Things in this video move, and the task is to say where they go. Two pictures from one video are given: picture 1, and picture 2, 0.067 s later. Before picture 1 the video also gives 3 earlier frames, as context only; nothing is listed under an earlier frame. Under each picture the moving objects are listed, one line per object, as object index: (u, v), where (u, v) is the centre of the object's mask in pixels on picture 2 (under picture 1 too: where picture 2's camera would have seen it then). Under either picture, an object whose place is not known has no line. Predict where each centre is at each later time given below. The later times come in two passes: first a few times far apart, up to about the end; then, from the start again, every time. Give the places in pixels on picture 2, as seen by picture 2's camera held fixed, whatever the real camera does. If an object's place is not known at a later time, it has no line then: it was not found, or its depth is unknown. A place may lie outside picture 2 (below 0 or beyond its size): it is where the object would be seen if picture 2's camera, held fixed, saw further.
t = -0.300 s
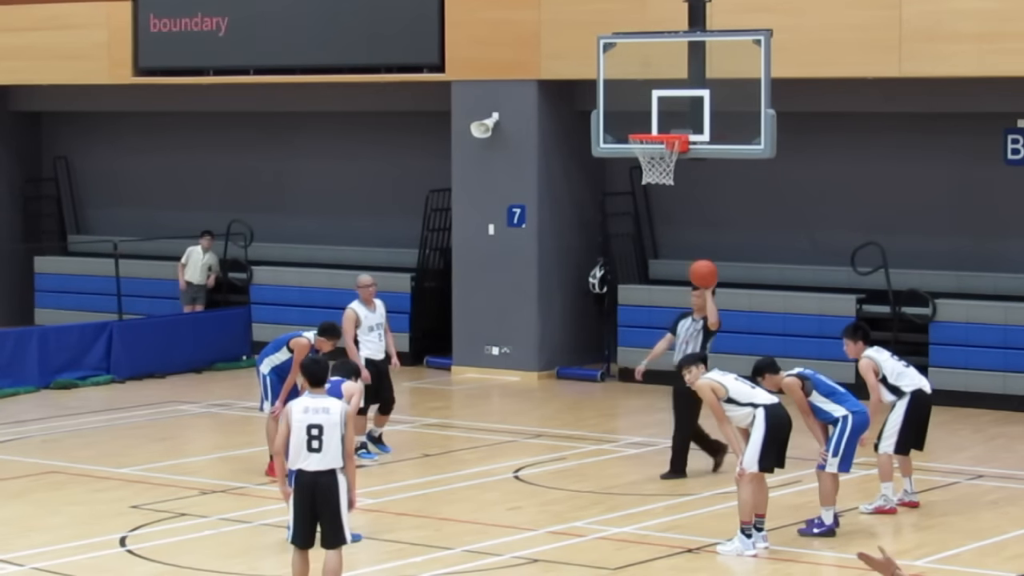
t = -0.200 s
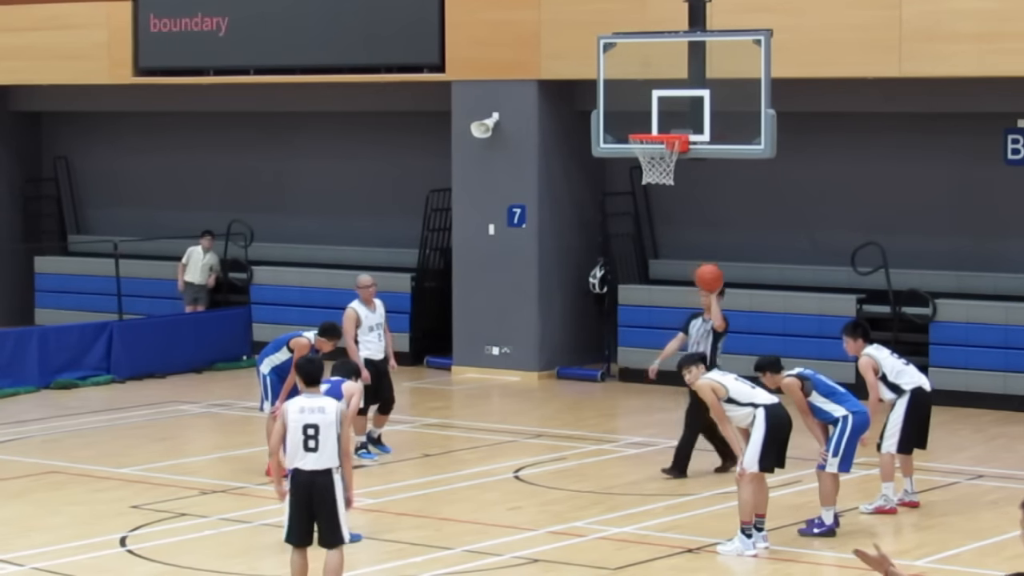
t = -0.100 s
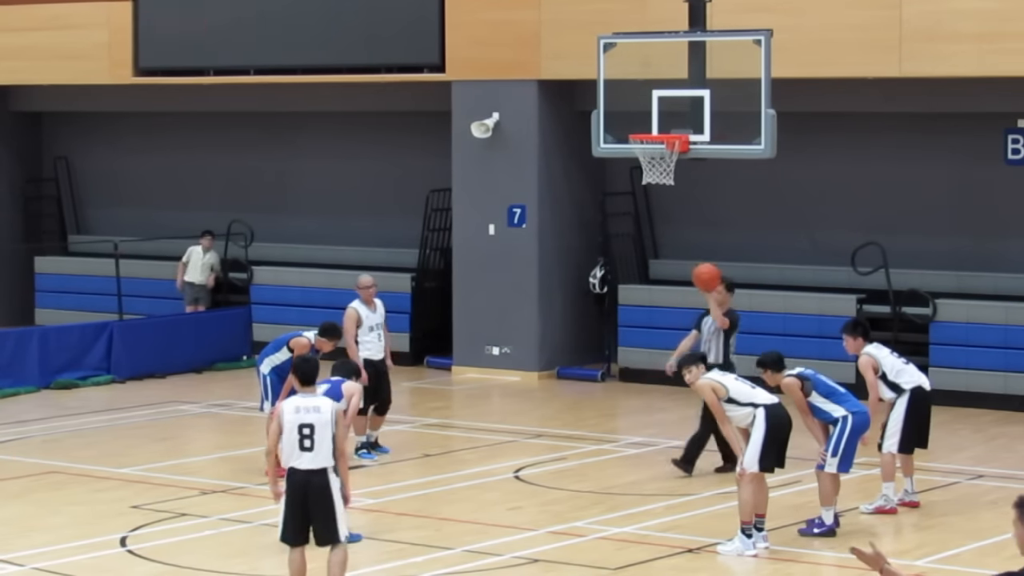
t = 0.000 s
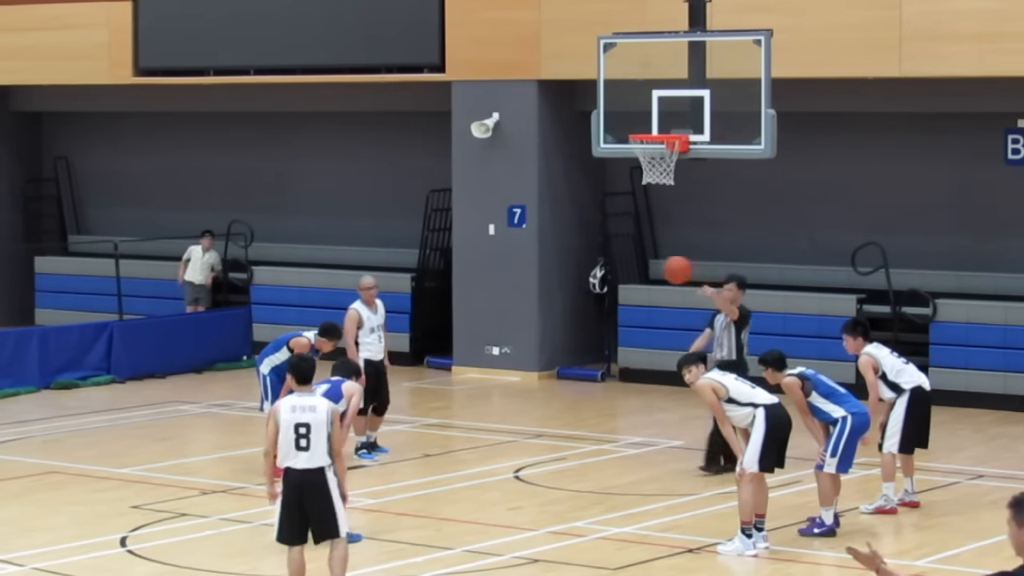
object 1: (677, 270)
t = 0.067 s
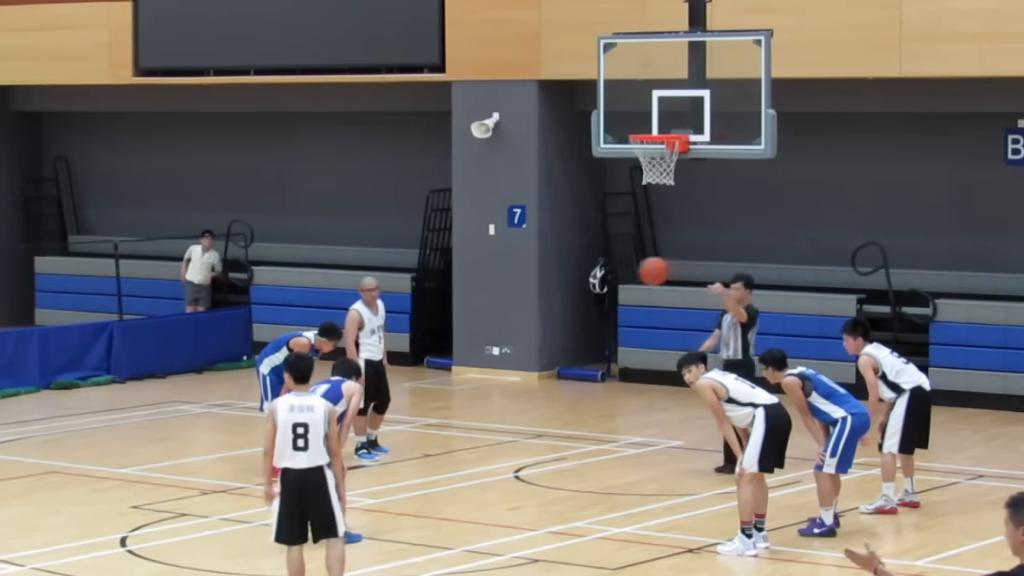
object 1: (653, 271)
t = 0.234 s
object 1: (593, 296)
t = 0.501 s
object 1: (492, 406)
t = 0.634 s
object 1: (439, 497)
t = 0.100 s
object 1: (642, 272)
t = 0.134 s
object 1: (629, 276)
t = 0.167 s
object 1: (617, 281)
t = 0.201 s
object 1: (605, 289)
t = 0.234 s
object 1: (593, 296)
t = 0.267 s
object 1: (581, 305)
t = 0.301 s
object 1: (568, 315)
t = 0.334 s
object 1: (555, 327)
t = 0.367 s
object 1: (543, 340)
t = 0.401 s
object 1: (531, 354)
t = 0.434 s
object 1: (518, 369)
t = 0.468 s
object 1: (505, 388)
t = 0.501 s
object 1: (492, 406)
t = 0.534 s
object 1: (479, 427)
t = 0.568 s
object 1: (466, 448)
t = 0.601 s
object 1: (452, 471)
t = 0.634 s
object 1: (439, 497)
